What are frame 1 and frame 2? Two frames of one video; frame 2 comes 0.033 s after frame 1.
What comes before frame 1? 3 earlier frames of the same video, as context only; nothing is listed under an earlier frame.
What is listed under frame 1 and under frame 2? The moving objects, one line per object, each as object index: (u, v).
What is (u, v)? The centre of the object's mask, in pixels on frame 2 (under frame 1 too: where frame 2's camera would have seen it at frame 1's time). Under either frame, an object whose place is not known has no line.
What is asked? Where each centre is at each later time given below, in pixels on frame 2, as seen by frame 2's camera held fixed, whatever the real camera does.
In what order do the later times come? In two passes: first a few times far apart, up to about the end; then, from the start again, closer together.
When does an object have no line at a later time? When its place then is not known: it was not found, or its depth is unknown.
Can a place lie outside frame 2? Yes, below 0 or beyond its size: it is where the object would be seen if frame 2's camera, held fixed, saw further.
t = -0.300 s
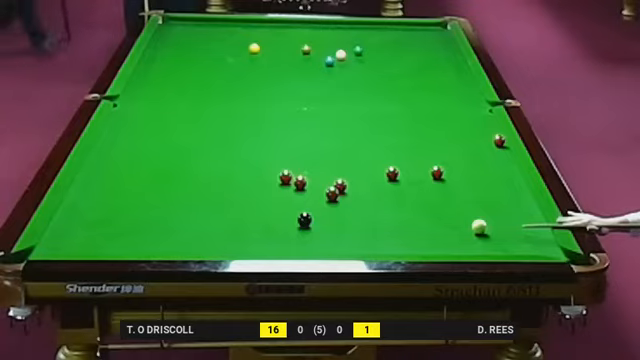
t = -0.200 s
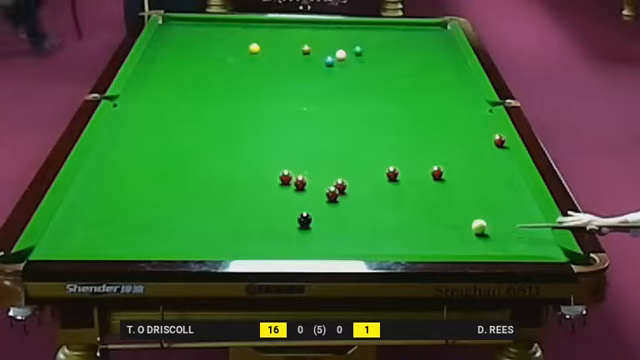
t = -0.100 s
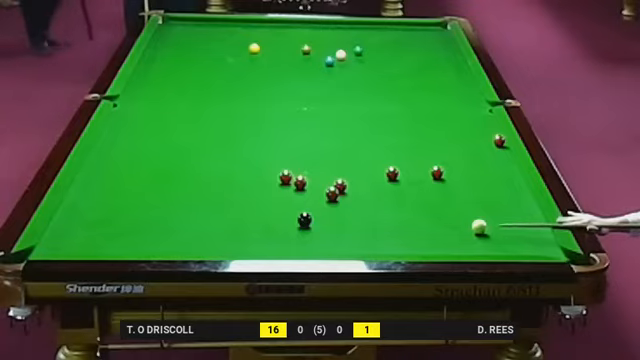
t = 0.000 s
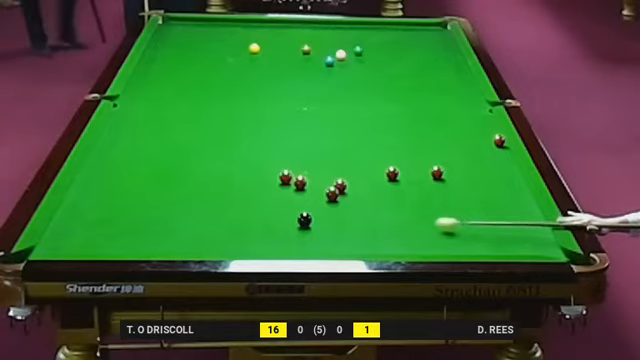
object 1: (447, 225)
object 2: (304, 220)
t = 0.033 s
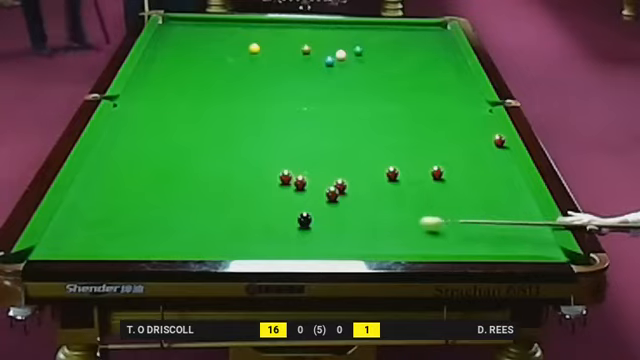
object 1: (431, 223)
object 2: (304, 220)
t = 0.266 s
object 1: (330, 218)
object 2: (304, 220)
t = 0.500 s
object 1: (293, 206)
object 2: (245, 227)
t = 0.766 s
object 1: (256, 193)
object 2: (179, 235)
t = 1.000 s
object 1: (225, 182)
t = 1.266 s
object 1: (194, 172)
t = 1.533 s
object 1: (164, 162)
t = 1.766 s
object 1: (140, 154)
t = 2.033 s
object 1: (114, 145)
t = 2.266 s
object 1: (106, 139)
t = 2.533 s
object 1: (125, 135)
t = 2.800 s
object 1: (143, 131)
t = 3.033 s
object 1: (157, 127)
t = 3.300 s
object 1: (171, 124)
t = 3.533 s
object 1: (182, 122)
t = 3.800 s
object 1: (194, 119)
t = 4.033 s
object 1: (202, 117)
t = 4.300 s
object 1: (211, 115)
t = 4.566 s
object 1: (218, 114)
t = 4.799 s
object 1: (224, 113)
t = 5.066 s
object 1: (229, 112)
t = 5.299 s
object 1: (233, 111)
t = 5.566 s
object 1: (237, 111)
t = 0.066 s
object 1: (416, 222)
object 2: (304, 220)
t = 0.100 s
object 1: (402, 222)
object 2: (304, 220)
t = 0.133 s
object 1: (387, 221)
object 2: (304, 220)
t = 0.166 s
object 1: (373, 220)
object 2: (304, 220)
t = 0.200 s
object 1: (358, 219)
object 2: (304, 220)
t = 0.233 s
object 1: (344, 219)
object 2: (304, 220)
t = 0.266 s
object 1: (330, 218)
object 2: (304, 220)
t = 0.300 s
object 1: (317, 217)
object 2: (301, 220)
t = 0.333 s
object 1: (314, 215)
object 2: (291, 221)
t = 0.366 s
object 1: (311, 213)
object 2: (280, 223)
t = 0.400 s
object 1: (307, 212)
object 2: (271, 224)
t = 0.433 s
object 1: (303, 209)
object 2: (262, 225)
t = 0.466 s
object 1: (298, 208)
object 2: (253, 226)
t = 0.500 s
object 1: (293, 206)
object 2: (245, 227)
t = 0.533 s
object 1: (288, 204)
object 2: (237, 228)
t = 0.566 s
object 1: (283, 203)
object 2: (228, 229)
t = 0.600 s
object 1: (279, 201)
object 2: (220, 230)
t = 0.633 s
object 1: (274, 199)
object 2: (212, 231)
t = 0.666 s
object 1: (269, 198)
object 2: (204, 232)
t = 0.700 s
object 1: (265, 196)
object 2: (196, 233)
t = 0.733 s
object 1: (260, 194)
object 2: (187, 234)
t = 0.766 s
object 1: (256, 193)
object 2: (179, 235)
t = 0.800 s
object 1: (251, 191)
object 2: (171, 236)
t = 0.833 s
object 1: (247, 190)
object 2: (162, 237)
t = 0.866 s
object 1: (242, 188)
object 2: (154, 238)
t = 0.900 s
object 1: (238, 187)
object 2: (146, 238)
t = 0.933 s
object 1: (234, 185)
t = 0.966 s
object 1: (230, 184)
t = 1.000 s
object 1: (225, 182)
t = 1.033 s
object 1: (222, 181)
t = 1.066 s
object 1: (217, 180)
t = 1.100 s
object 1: (213, 178)
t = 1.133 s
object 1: (209, 177)
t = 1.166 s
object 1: (205, 175)
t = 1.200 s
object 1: (201, 174)
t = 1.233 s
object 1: (197, 173)
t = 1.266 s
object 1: (194, 172)
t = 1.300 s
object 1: (190, 170)
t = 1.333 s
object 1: (186, 169)
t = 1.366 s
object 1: (182, 168)
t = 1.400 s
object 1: (178, 167)
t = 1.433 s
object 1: (175, 165)
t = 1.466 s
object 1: (171, 164)
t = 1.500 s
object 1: (167, 163)
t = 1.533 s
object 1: (164, 162)
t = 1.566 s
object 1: (160, 161)
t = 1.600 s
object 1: (157, 159)
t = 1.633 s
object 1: (153, 158)
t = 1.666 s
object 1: (150, 157)
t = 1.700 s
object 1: (147, 156)
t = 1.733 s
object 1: (143, 155)
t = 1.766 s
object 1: (140, 154)
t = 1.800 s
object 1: (137, 153)
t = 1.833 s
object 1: (133, 152)
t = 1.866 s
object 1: (130, 150)
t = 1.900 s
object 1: (127, 150)
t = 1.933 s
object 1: (124, 148)
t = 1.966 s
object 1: (120, 148)
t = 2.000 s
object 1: (117, 147)
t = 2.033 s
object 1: (114, 145)
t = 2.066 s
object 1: (111, 144)
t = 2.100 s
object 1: (108, 143)
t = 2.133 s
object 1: (105, 143)
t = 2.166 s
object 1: (102, 142)
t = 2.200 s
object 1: (101, 141)
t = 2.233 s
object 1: (103, 140)
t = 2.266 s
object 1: (106, 139)
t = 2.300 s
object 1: (108, 139)
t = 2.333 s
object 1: (111, 138)
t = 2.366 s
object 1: (114, 138)
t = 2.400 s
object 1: (116, 137)
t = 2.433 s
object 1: (118, 137)
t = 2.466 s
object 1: (121, 136)
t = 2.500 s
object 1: (123, 135)
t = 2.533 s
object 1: (125, 135)
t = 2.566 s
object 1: (128, 134)
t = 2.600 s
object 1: (130, 134)
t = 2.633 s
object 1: (132, 133)
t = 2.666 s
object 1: (135, 132)
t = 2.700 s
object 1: (137, 132)
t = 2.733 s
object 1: (139, 132)
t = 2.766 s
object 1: (141, 131)
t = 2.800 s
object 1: (143, 131)
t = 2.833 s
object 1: (145, 130)
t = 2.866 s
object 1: (147, 130)
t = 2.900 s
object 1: (149, 129)
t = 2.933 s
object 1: (151, 129)
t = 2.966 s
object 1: (153, 128)
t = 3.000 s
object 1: (155, 128)
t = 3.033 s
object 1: (157, 127)
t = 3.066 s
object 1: (159, 127)
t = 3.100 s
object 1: (160, 127)
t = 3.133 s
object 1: (162, 126)
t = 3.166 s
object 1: (164, 126)
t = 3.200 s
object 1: (166, 126)
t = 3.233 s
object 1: (168, 125)
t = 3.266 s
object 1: (169, 125)
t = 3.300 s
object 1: (171, 124)
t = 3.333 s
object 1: (172, 124)
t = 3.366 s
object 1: (174, 124)
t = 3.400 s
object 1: (176, 123)
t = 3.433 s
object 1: (177, 123)
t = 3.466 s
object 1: (179, 122)
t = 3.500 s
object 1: (181, 122)
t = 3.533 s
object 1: (182, 122)
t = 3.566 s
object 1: (183, 122)
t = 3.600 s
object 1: (185, 121)
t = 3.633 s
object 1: (187, 121)
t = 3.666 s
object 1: (188, 121)
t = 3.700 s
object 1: (190, 120)
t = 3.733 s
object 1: (191, 120)
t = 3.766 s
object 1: (192, 119)
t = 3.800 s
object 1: (194, 119)
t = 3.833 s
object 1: (195, 119)
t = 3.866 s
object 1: (196, 119)
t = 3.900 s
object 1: (197, 118)
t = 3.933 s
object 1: (199, 118)
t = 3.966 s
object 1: (200, 118)
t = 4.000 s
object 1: (201, 118)
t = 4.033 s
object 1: (202, 117)
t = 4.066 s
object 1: (201, 119)
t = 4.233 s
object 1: (210, 114)
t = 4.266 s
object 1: (210, 116)
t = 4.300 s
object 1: (211, 115)
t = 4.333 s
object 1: (212, 115)
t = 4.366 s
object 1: (213, 115)
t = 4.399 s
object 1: (214, 115)
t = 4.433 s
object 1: (215, 115)
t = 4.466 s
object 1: (216, 114)
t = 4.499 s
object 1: (217, 114)
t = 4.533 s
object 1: (218, 114)
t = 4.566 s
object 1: (218, 114)
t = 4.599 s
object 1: (219, 114)
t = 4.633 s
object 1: (220, 113)
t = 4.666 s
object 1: (221, 113)
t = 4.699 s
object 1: (222, 114)
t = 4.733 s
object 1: (222, 113)
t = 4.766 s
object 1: (223, 113)
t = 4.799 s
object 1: (224, 113)
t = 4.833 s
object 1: (225, 113)
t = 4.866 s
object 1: (225, 113)
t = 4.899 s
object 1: (226, 112)
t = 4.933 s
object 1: (227, 112)
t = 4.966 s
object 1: (228, 112)
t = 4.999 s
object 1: (228, 112)
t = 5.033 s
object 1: (229, 112)
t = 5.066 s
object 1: (229, 112)
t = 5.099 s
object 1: (230, 112)
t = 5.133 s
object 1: (231, 112)
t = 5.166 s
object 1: (231, 112)
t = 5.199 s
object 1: (232, 112)
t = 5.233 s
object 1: (232, 112)
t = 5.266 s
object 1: (233, 111)
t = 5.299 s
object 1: (233, 111)
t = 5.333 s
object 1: (233, 111)
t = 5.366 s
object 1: (234, 111)
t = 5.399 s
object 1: (234, 111)
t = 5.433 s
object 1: (235, 111)
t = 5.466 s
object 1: (235, 111)
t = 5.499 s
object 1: (236, 111)
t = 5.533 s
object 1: (236, 111)
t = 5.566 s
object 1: (237, 111)
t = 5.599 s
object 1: (237, 111)
